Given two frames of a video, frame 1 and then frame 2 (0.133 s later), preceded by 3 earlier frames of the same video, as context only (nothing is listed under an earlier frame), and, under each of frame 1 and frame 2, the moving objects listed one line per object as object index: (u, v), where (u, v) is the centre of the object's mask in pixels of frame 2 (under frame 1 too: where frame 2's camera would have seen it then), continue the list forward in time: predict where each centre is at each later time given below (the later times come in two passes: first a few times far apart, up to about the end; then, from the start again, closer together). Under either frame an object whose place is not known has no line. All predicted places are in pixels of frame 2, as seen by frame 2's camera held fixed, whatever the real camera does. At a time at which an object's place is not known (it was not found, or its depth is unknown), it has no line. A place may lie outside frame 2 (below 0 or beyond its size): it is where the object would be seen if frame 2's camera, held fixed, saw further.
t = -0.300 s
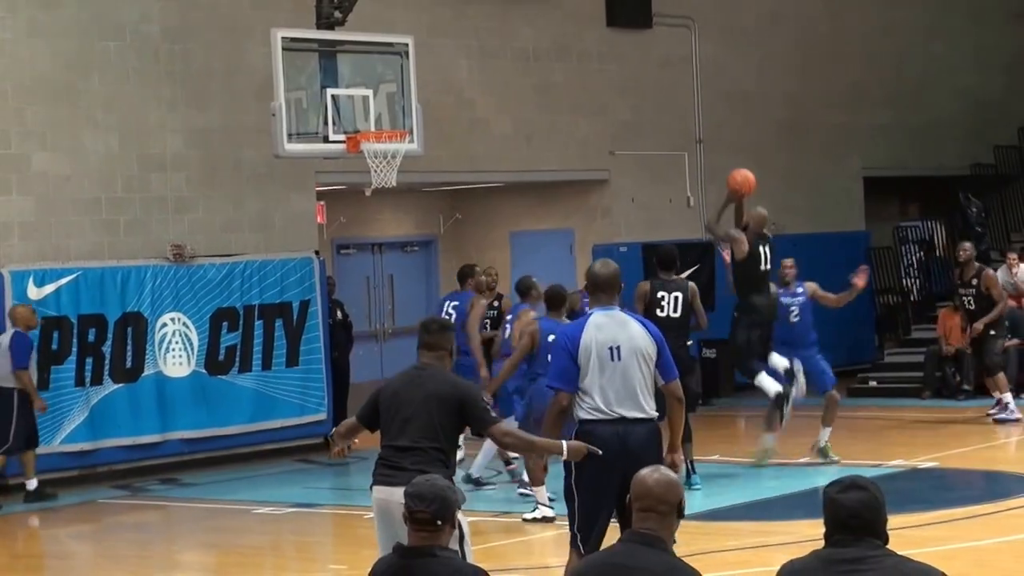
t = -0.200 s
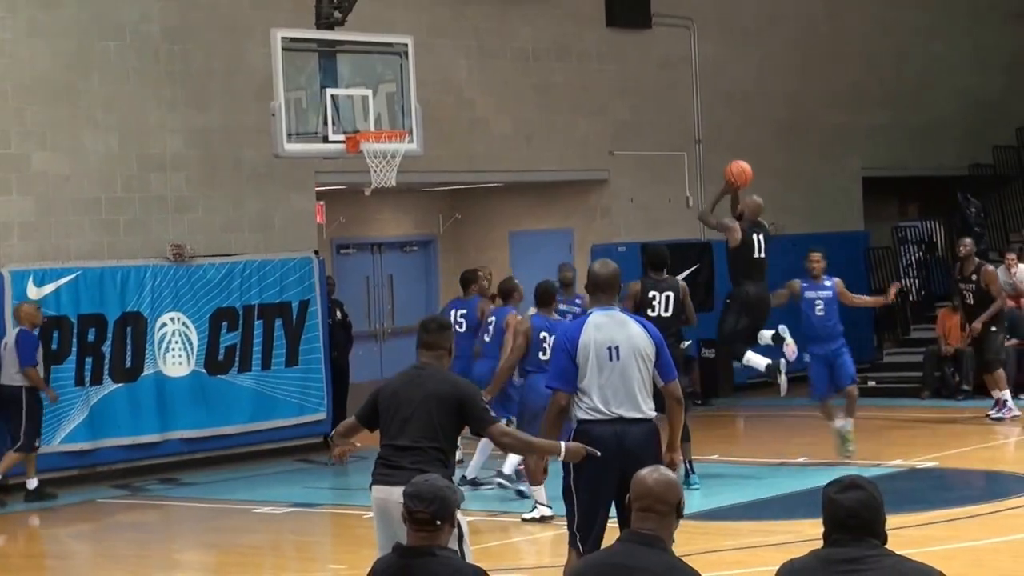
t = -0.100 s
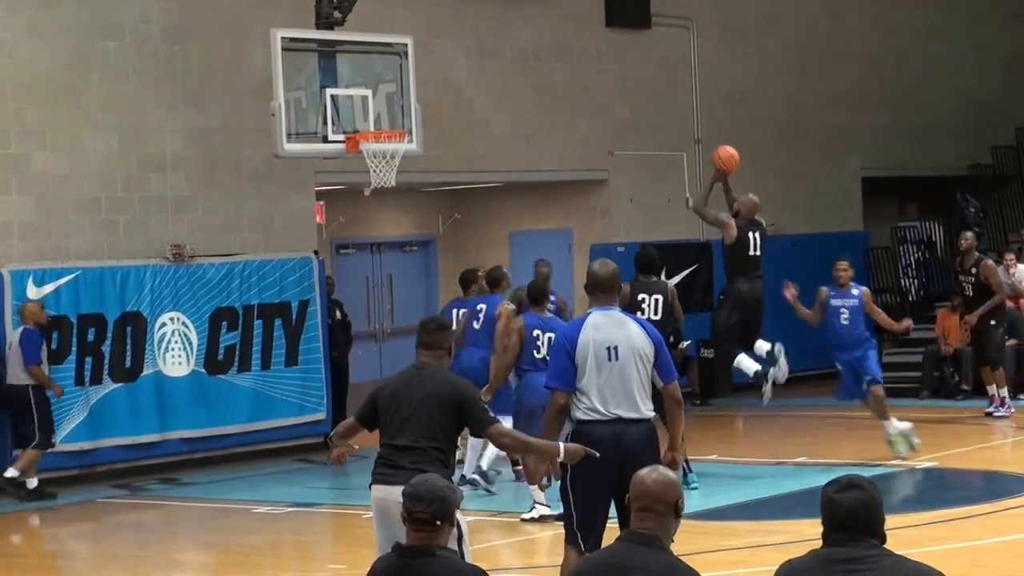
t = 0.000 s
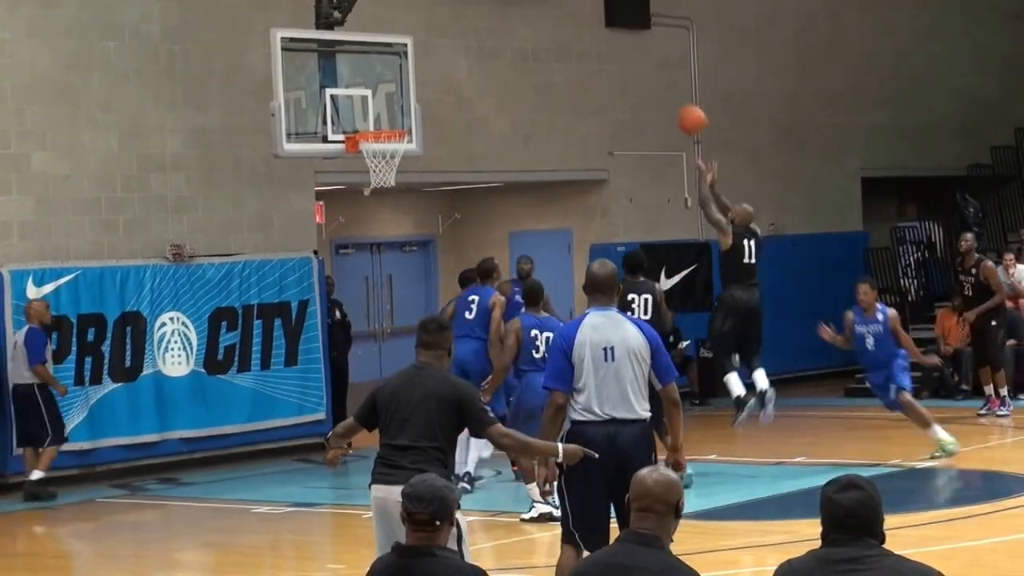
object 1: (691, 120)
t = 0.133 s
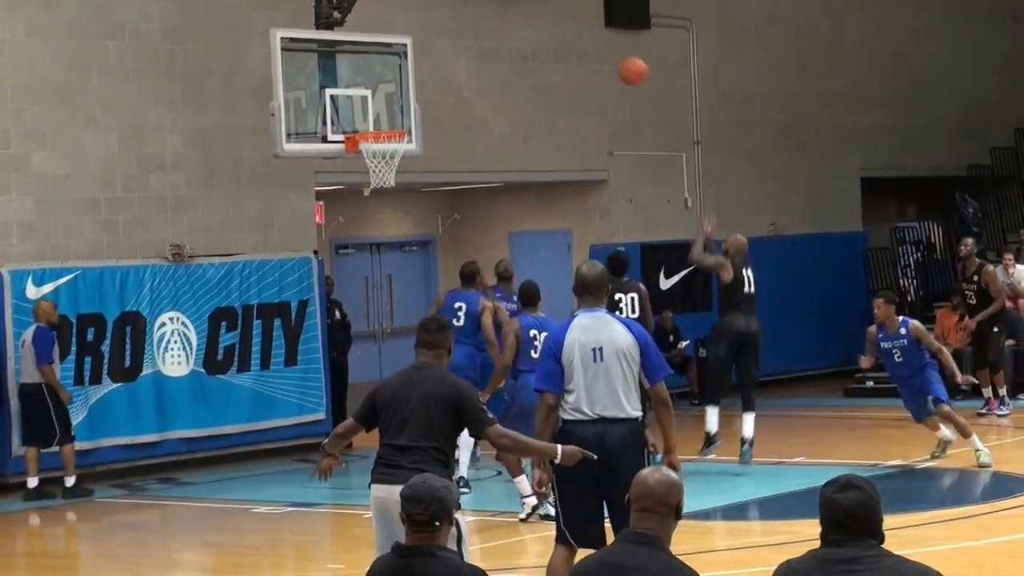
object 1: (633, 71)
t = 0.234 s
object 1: (592, 48)
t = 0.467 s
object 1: (496, 40)
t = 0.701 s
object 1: (409, 92)
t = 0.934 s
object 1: (387, 122)
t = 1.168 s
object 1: (365, 119)
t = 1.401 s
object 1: (363, 119)
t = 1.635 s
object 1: (375, 125)
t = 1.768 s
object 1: (388, 160)
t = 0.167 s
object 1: (620, 62)
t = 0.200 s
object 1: (605, 54)
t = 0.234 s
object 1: (592, 48)
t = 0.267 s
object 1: (578, 43)
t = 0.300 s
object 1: (563, 39)
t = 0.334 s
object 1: (550, 38)
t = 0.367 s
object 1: (536, 36)
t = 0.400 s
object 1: (523, 37)
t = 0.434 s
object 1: (510, 38)
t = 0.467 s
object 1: (496, 40)
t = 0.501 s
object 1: (484, 44)
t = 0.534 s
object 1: (472, 49)
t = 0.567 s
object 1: (458, 56)
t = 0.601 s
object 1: (446, 62)
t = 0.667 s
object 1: (422, 81)
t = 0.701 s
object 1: (409, 92)
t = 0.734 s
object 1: (397, 105)
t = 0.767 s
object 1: (386, 118)
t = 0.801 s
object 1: (377, 125)
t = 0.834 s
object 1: (379, 125)
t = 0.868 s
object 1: (382, 124)
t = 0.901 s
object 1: (385, 124)
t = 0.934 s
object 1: (387, 122)
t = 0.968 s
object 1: (387, 121)
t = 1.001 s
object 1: (384, 120)
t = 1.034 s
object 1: (379, 118)
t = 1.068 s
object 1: (376, 117)
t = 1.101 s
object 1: (373, 116)
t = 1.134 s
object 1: (369, 117)
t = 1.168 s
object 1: (365, 119)
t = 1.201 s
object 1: (362, 120)
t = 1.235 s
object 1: (362, 118)
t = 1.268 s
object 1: (362, 117)
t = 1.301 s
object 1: (362, 116)
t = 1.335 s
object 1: (362, 116)
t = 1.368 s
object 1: (362, 117)
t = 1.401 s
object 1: (363, 119)
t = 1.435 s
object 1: (364, 120)
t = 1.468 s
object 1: (366, 119)
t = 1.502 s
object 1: (368, 119)
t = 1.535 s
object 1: (369, 120)
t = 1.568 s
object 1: (371, 121)
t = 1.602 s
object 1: (373, 123)
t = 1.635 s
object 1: (375, 125)
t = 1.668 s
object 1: (378, 126)
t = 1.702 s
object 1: (382, 141)
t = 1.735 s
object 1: (382, 149)
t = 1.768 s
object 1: (388, 160)
